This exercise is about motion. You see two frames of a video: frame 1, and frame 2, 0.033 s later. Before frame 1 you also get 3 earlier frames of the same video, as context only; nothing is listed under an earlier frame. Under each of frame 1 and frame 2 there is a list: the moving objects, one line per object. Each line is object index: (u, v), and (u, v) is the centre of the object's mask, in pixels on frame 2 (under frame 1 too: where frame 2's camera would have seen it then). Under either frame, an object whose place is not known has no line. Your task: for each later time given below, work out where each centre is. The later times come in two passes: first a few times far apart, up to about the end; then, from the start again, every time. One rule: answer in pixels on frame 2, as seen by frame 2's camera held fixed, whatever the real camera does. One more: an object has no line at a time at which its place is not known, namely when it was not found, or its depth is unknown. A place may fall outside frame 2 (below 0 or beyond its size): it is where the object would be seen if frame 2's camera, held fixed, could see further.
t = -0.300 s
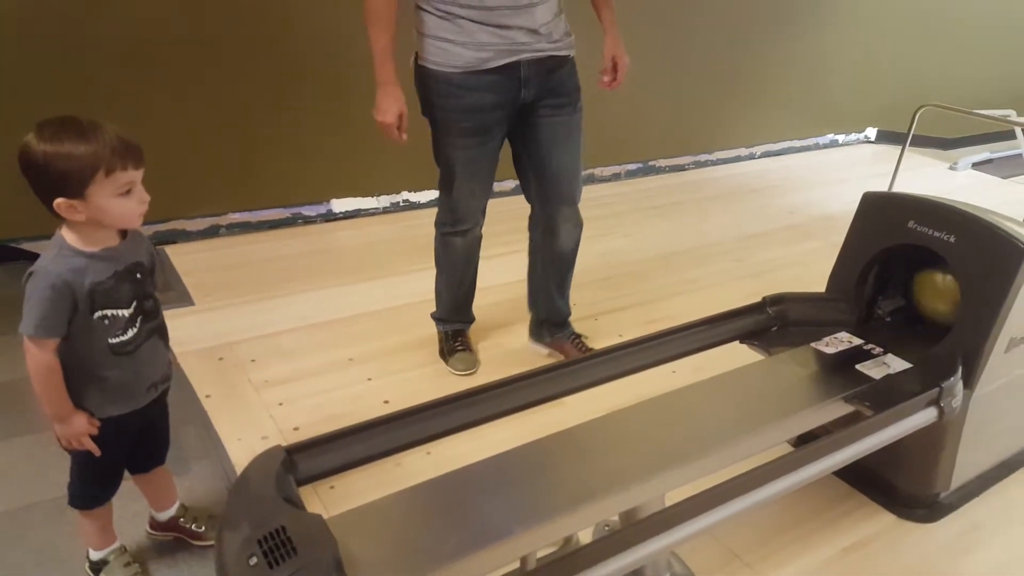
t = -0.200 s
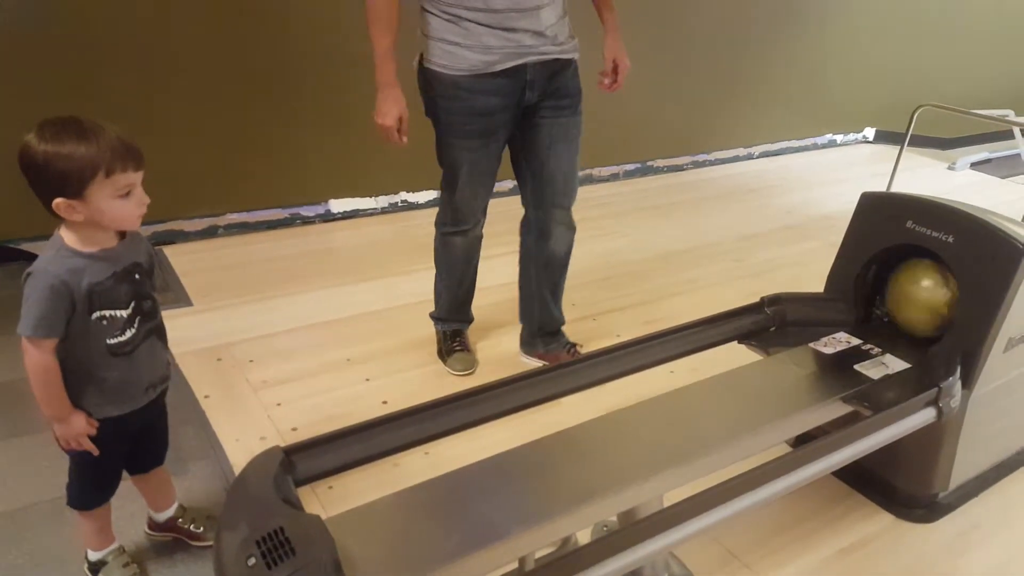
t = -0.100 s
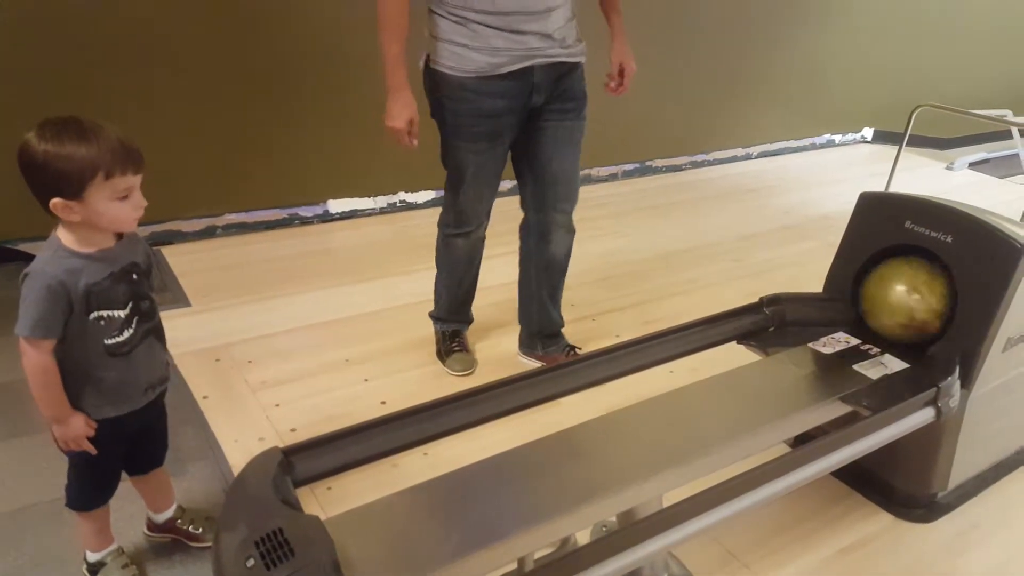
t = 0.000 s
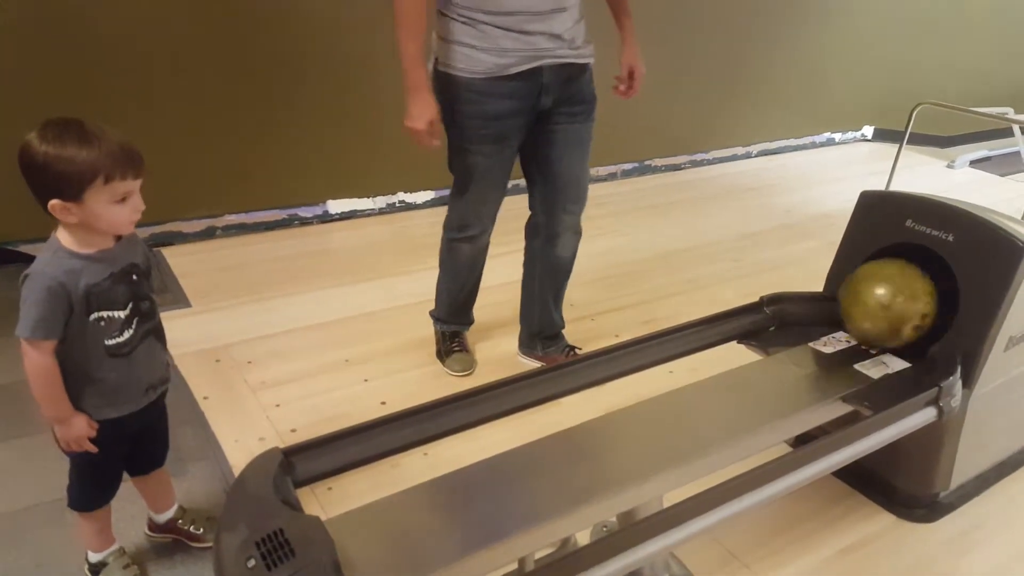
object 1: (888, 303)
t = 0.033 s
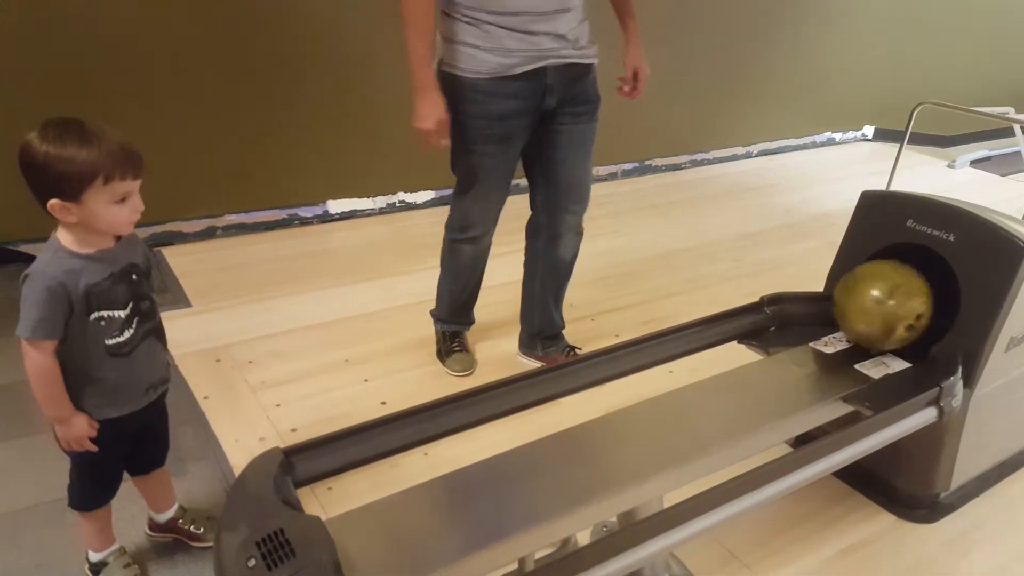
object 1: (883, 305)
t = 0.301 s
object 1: (841, 318)
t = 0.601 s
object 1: (797, 324)
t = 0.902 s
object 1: (743, 329)
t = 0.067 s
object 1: (877, 307)
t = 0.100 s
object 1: (872, 310)
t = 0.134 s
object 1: (867, 311)
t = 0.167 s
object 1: (862, 313)
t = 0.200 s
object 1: (857, 314)
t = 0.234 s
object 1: (852, 315)
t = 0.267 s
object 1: (847, 317)
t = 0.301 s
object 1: (841, 318)
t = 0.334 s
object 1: (836, 319)
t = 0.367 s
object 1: (832, 320)
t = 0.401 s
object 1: (826, 320)
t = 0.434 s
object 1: (822, 321)
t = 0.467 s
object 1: (817, 322)
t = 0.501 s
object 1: (812, 323)
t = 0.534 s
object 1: (808, 323)
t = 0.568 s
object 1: (802, 324)
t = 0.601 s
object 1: (797, 324)
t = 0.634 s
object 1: (792, 325)
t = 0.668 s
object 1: (786, 325)
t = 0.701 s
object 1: (781, 326)
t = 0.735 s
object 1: (775, 326)
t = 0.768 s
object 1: (769, 327)
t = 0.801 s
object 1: (763, 327)
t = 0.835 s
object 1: (756, 327)
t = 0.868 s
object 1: (750, 328)
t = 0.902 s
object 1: (743, 329)
